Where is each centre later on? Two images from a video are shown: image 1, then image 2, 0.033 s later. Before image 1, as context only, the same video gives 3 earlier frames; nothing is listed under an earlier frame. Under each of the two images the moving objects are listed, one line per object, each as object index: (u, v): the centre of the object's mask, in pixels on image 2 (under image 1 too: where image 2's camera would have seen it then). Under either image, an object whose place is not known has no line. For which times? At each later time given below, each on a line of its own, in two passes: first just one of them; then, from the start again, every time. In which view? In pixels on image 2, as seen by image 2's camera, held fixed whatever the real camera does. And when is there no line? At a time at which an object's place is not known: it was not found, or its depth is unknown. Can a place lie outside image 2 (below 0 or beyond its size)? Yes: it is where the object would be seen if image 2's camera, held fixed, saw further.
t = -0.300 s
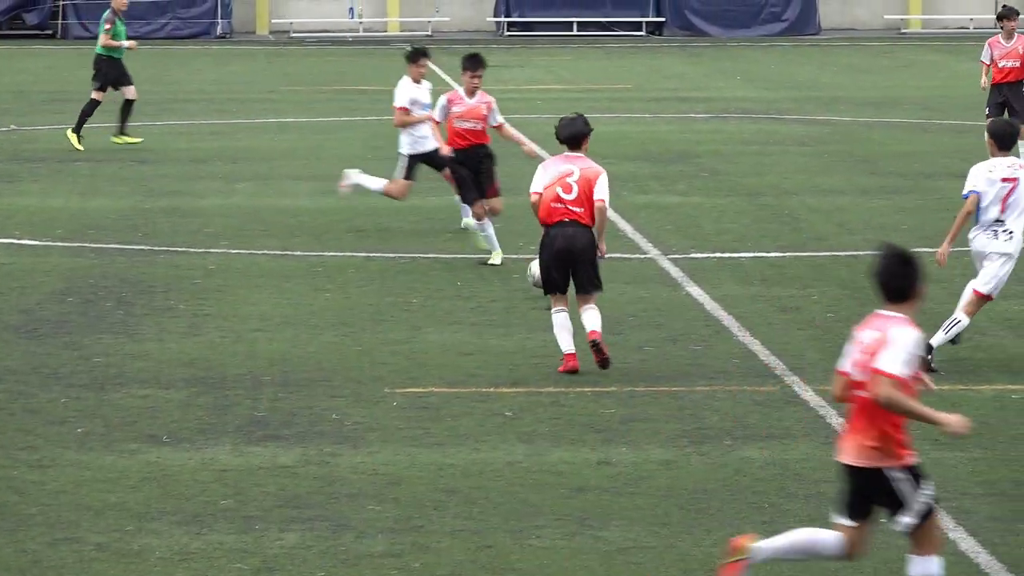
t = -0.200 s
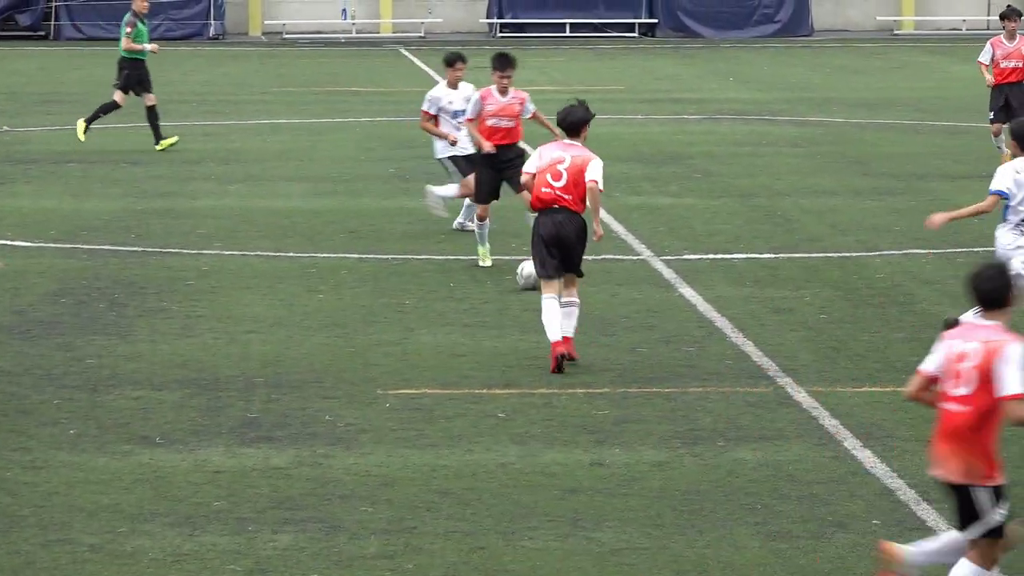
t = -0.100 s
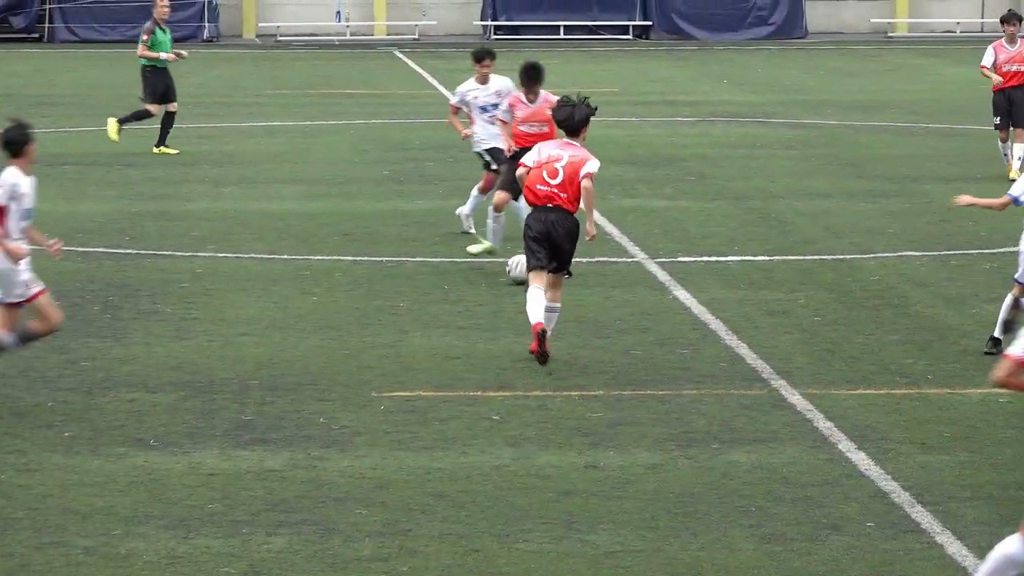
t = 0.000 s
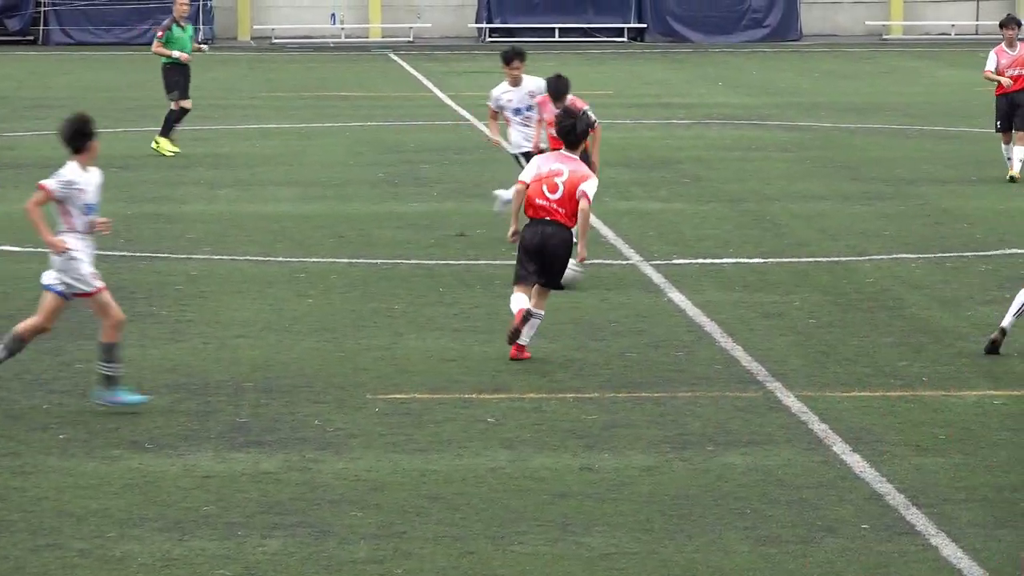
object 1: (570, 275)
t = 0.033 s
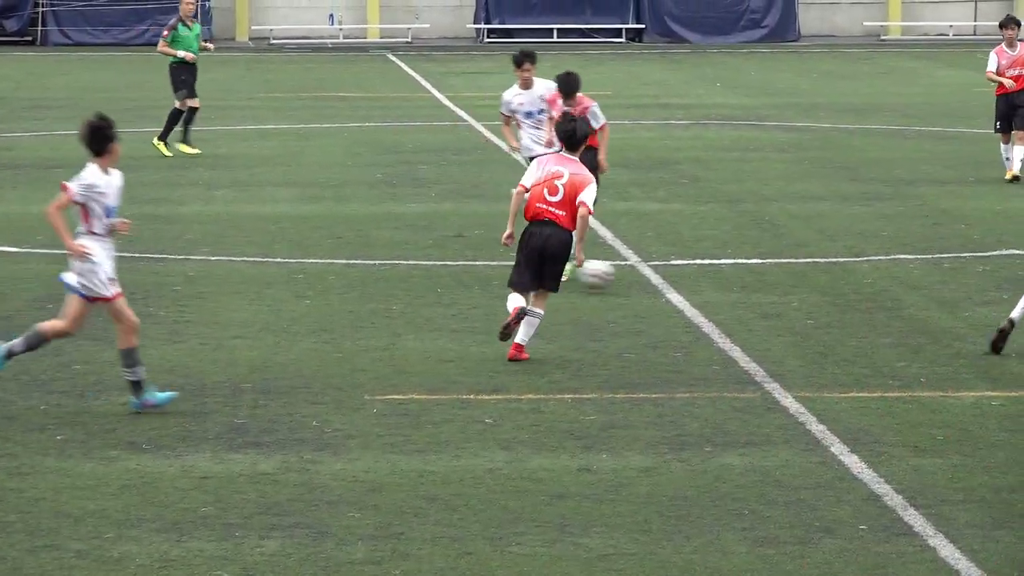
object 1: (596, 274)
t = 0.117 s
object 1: (681, 282)
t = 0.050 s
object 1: (612, 275)
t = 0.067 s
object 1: (627, 276)
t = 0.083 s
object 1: (646, 278)
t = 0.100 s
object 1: (664, 280)
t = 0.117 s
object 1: (681, 282)
